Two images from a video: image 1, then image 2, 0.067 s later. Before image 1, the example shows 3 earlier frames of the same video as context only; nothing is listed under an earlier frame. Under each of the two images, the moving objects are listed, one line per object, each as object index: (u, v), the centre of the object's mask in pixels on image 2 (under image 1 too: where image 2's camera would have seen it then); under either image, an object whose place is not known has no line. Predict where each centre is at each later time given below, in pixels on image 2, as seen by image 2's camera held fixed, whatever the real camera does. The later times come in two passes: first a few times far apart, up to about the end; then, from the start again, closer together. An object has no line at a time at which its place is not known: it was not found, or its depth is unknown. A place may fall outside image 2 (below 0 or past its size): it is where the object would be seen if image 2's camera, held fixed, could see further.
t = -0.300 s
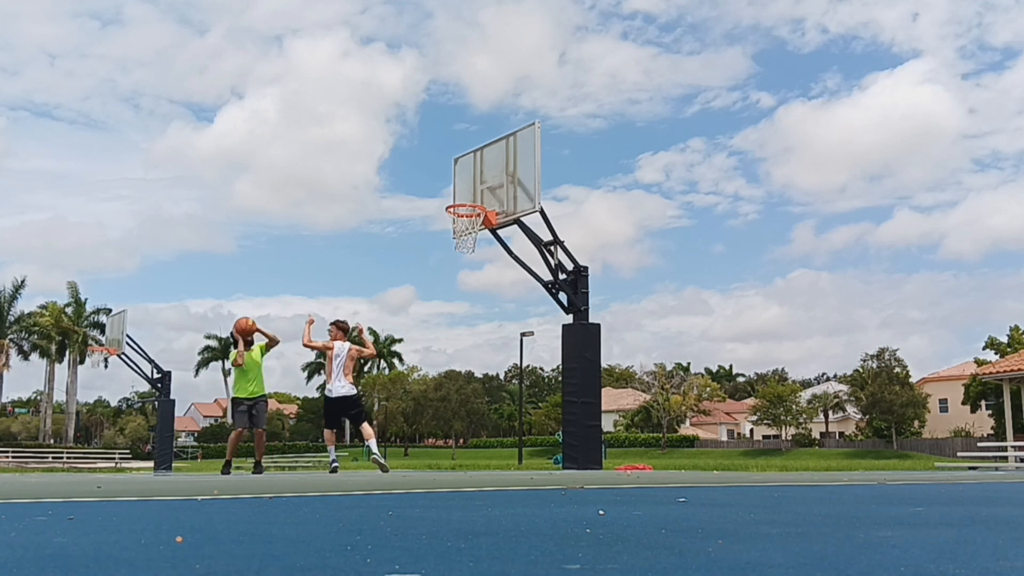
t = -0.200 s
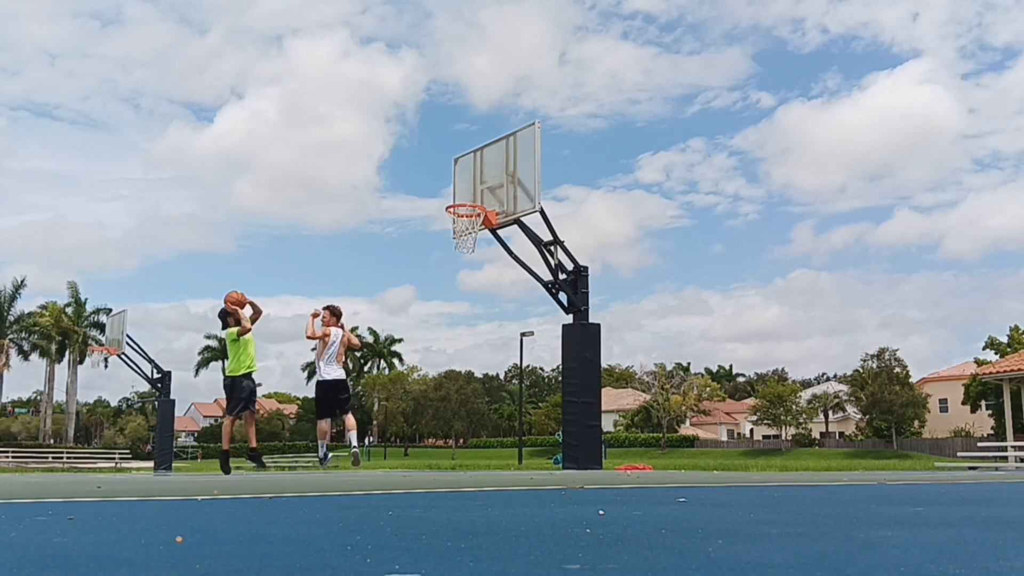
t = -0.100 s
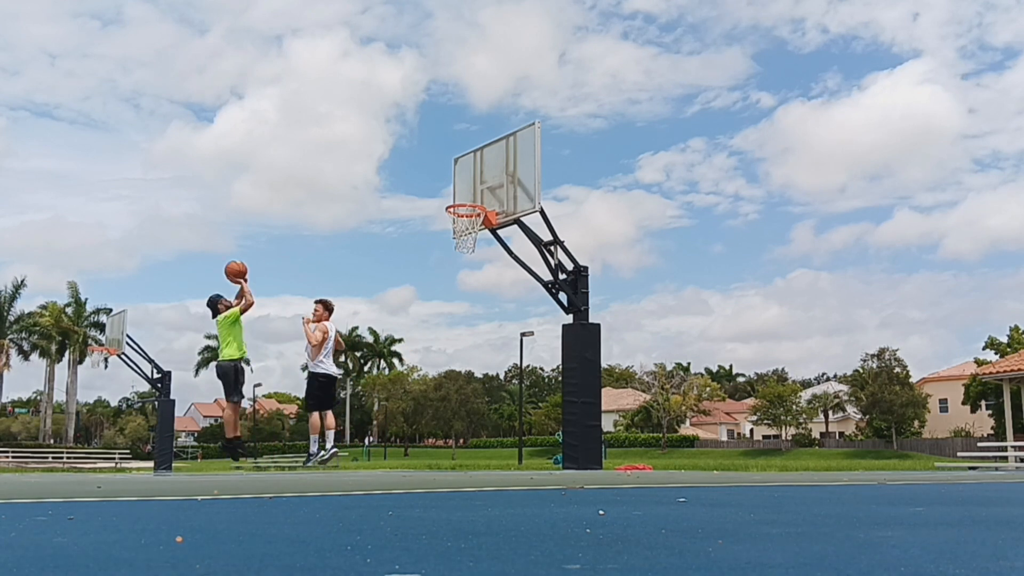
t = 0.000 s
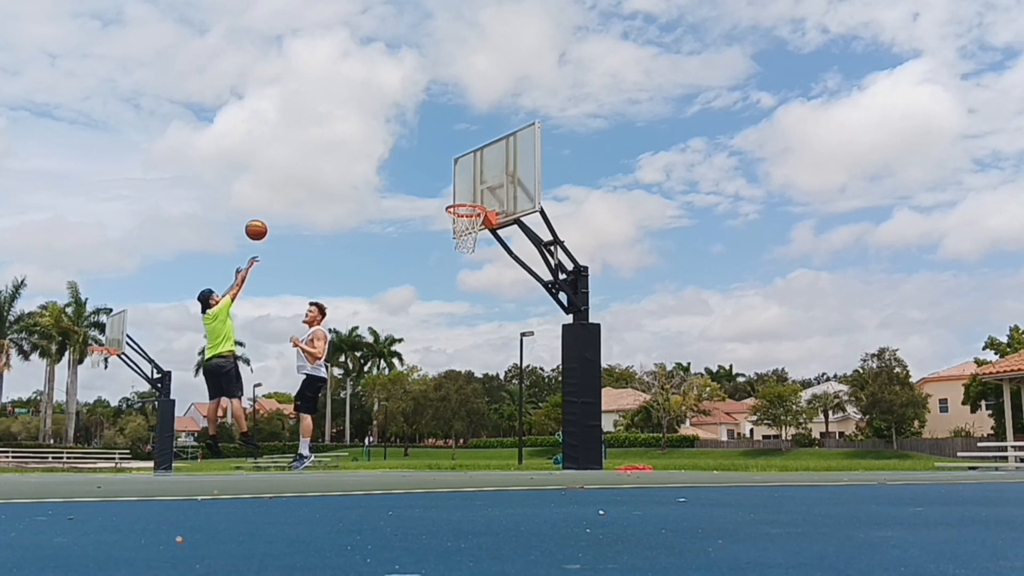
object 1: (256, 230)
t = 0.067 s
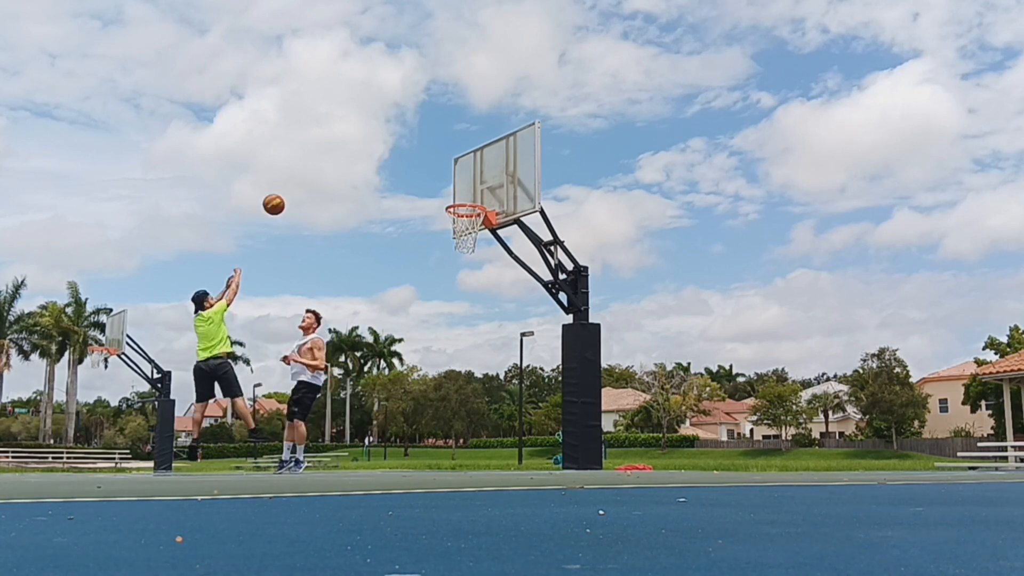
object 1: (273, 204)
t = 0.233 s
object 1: (316, 158)
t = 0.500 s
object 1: (380, 135)
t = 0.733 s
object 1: (432, 162)
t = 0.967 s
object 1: (479, 226)
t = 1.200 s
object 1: (481, 266)
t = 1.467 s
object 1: (481, 366)
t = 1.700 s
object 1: (475, 432)
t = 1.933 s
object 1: (450, 351)
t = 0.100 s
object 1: (282, 193)
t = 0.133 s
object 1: (291, 183)
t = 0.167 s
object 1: (299, 174)
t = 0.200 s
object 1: (308, 165)
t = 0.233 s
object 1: (316, 158)
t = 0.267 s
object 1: (324, 152)
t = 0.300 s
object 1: (333, 147)
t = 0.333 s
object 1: (341, 142)
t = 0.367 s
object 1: (348, 139)
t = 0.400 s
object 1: (356, 137)
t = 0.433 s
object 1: (364, 135)
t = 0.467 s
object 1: (372, 135)
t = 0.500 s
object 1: (380, 135)
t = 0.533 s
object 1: (387, 136)
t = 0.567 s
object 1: (395, 138)
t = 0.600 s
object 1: (403, 141)
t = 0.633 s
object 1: (410, 145)
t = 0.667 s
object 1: (417, 150)
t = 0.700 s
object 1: (425, 155)
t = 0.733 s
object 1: (432, 162)
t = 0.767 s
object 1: (439, 169)
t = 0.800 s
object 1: (446, 177)
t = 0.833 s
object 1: (454, 186)
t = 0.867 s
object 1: (461, 195)
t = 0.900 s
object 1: (468, 207)
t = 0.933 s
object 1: (475, 219)
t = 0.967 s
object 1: (479, 226)
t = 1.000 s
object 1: (480, 233)
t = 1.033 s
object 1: (479, 240)
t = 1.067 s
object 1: (480, 241)
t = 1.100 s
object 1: (481, 245)
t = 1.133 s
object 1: (481, 251)
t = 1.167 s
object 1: (481, 258)
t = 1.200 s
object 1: (481, 266)
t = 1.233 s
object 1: (481, 275)
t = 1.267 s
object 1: (481, 285)
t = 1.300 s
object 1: (481, 296)
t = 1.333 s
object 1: (481, 308)
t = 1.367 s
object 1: (482, 320)
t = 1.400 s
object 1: (481, 335)
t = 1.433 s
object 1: (481, 350)
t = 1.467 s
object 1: (481, 366)
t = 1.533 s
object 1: (482, 401)
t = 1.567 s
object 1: (482, 421)
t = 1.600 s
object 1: (482, 442)
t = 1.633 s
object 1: (482, 462)
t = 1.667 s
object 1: (479, 447)
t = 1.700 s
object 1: (475, 432)
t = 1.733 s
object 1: (472, 417)
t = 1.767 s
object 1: (468, 404)
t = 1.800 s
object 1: (464, 391)
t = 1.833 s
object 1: (461, 380)
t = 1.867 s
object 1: (457, 370)
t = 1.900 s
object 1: (453, 360)
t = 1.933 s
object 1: (450, 351)
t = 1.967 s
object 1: (446, 343)
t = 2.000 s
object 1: (442, 337)
